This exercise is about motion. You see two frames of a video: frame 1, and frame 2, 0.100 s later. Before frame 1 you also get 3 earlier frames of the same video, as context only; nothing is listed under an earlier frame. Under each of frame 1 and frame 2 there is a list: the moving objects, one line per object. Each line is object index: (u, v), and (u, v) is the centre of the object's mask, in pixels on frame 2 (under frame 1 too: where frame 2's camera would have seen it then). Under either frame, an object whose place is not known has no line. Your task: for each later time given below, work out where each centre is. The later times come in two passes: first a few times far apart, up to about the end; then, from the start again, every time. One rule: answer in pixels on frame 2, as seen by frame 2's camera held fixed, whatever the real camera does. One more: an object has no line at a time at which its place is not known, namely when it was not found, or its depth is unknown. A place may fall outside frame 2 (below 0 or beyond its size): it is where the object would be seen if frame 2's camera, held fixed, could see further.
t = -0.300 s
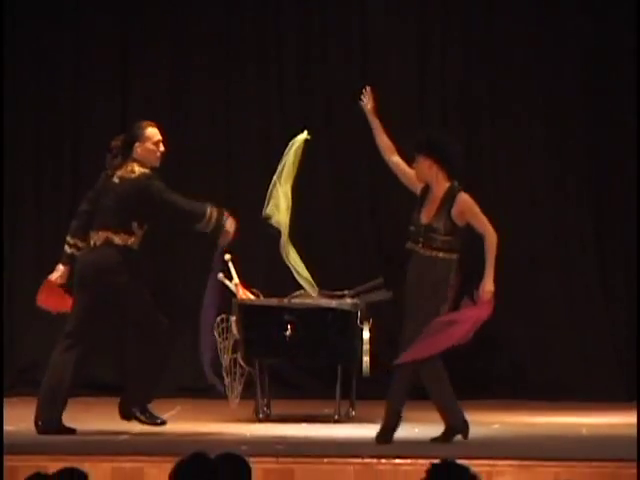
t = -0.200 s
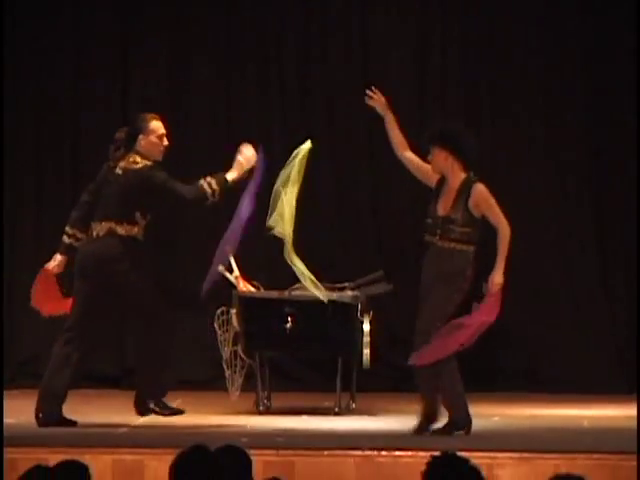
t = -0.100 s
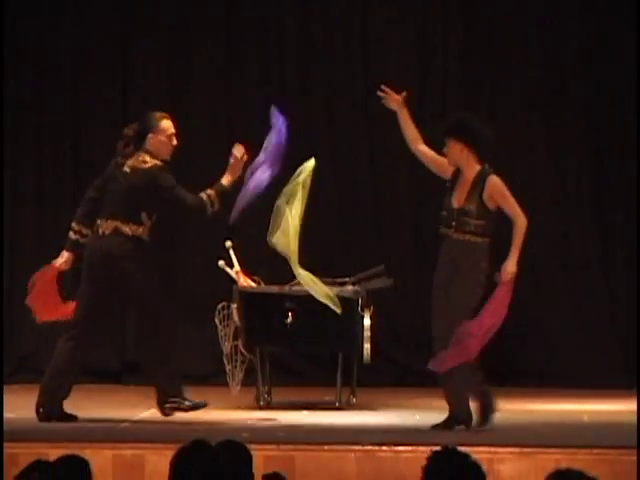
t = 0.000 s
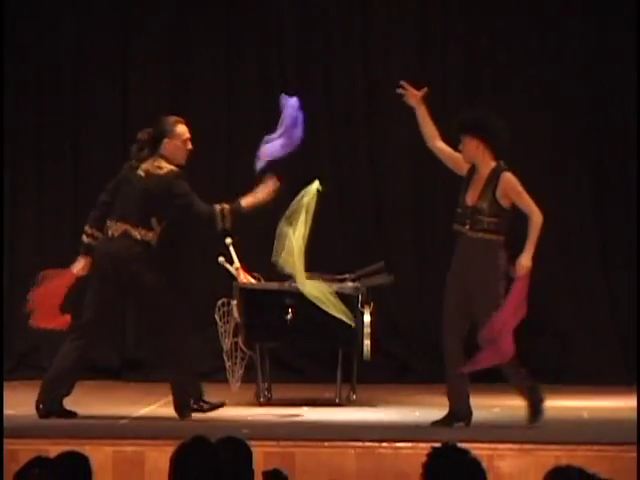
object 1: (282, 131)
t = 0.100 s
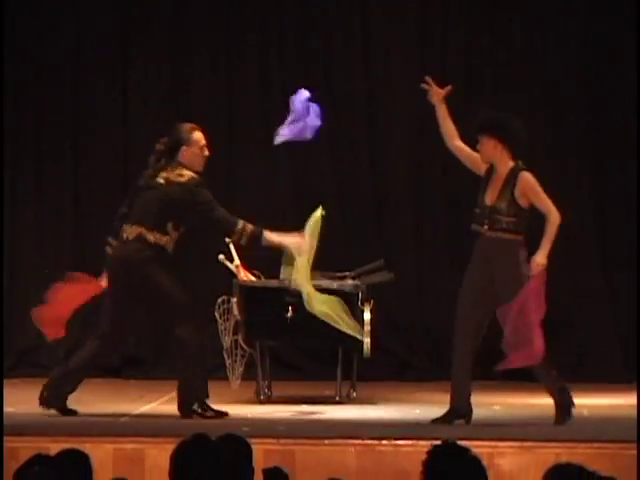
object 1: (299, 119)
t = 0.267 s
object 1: (319, 119)
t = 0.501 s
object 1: (339, 140)
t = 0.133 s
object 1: (304, 118)
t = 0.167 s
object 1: (308, 117)
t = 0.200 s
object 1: (312, 117)
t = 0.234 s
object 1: (316, 118)
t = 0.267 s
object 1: (319, 119)
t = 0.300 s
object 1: (322, 120)
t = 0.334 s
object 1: (325, 122)
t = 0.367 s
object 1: (327, 125)
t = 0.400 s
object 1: (330, 129)
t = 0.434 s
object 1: (333, 132)
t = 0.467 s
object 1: (336, 136)
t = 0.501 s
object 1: (339, 140)
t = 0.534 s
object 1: (341, 144)
